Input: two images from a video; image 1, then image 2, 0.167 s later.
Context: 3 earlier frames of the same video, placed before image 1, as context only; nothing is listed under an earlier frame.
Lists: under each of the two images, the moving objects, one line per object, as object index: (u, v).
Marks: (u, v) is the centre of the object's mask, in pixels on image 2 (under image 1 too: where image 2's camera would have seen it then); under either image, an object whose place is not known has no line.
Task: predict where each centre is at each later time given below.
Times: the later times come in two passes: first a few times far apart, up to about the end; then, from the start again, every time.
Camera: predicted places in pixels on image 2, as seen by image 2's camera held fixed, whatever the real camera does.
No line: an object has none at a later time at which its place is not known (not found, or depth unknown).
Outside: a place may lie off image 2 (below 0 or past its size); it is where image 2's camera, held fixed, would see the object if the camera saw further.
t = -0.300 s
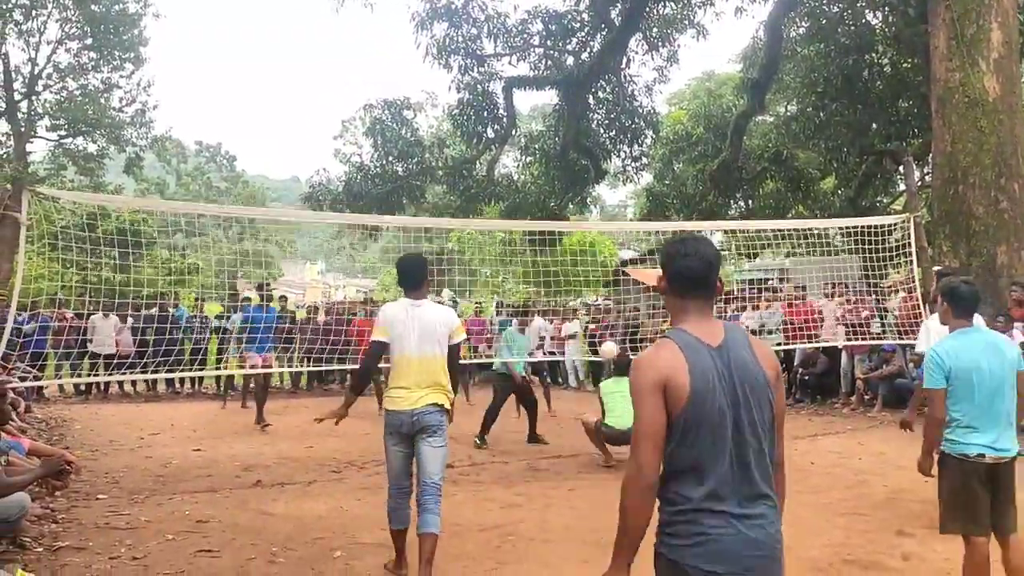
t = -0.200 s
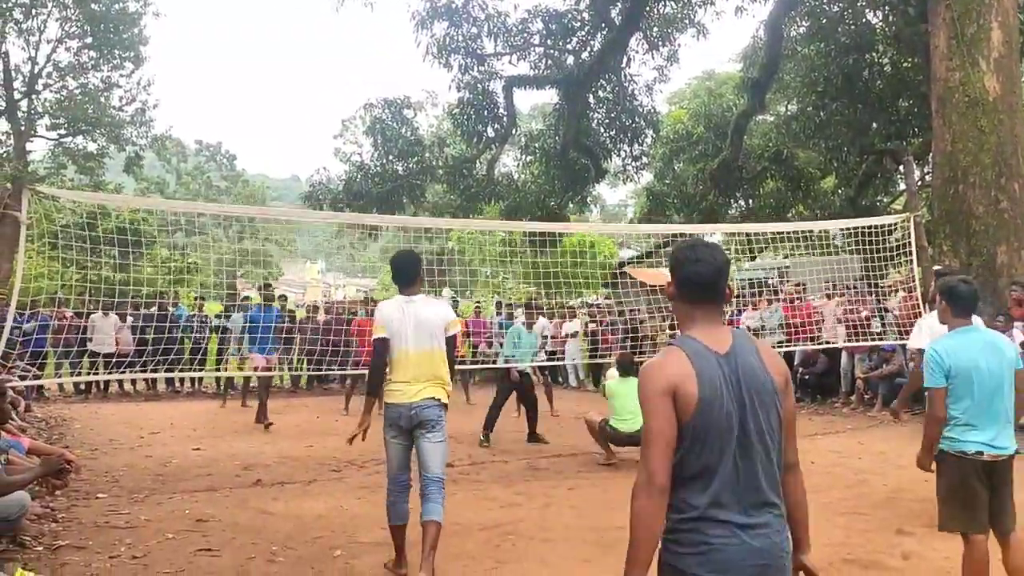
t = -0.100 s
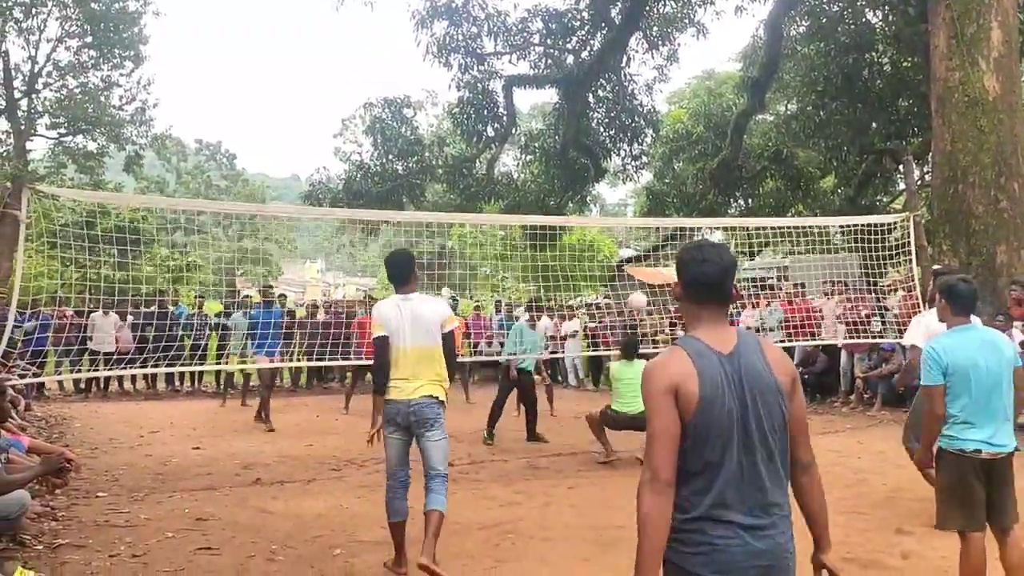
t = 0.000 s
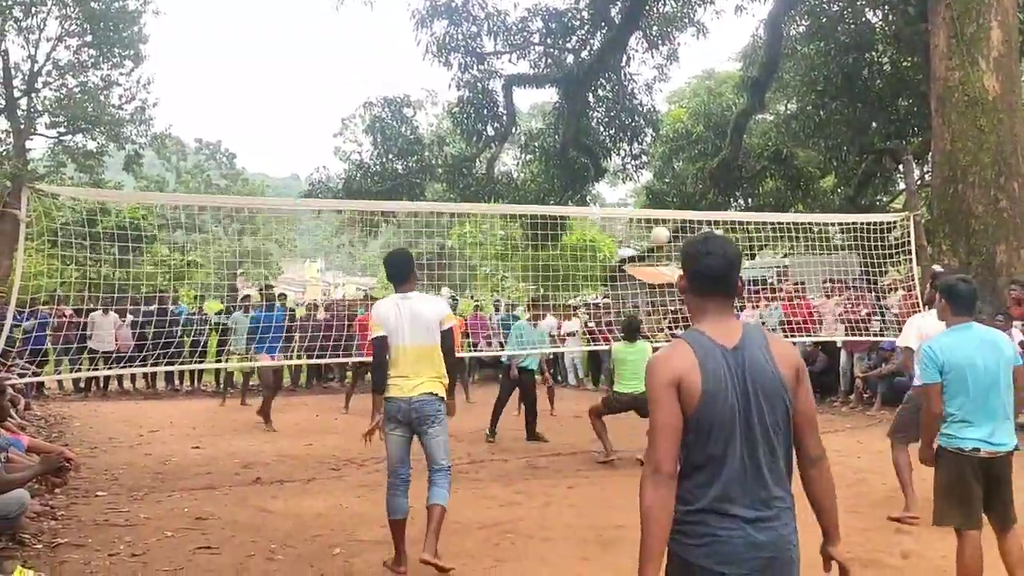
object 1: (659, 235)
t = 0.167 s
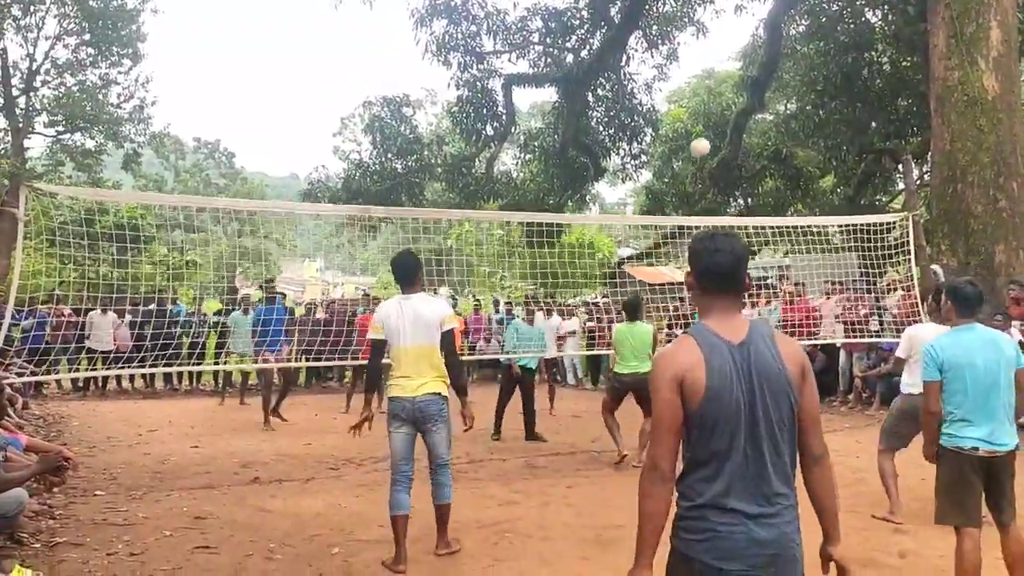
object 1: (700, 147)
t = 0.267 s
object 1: (724, 108)
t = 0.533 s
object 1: (795, 46)
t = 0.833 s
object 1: (883, 69)
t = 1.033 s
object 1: (943, 145)
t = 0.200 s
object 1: (708, 133)
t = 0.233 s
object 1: (716, 120)
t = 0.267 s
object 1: (724, 108)
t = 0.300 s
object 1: (733, 94)
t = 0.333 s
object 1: (742, 84)
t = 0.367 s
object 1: (751, 75)
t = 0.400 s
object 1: (760, 68)
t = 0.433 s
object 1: (769, 61)
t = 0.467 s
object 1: (777, 55)
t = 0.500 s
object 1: (786, 50)
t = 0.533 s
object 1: (795, 46)
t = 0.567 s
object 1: (805, 43)
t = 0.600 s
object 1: (815, 41)
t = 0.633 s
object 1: (824, 42)
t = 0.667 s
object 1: (834, 44)
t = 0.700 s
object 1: (843, 46)
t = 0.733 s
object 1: (852, 50)
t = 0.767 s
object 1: (863, 56)
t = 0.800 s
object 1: (872, 62)
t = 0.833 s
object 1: (883, 69)
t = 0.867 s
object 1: (893, 78)
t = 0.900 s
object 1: (903, 88)
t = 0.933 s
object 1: (913, 101)
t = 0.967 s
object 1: (923, 114)
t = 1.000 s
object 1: (933, 129)
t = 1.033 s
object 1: (943, 145)
